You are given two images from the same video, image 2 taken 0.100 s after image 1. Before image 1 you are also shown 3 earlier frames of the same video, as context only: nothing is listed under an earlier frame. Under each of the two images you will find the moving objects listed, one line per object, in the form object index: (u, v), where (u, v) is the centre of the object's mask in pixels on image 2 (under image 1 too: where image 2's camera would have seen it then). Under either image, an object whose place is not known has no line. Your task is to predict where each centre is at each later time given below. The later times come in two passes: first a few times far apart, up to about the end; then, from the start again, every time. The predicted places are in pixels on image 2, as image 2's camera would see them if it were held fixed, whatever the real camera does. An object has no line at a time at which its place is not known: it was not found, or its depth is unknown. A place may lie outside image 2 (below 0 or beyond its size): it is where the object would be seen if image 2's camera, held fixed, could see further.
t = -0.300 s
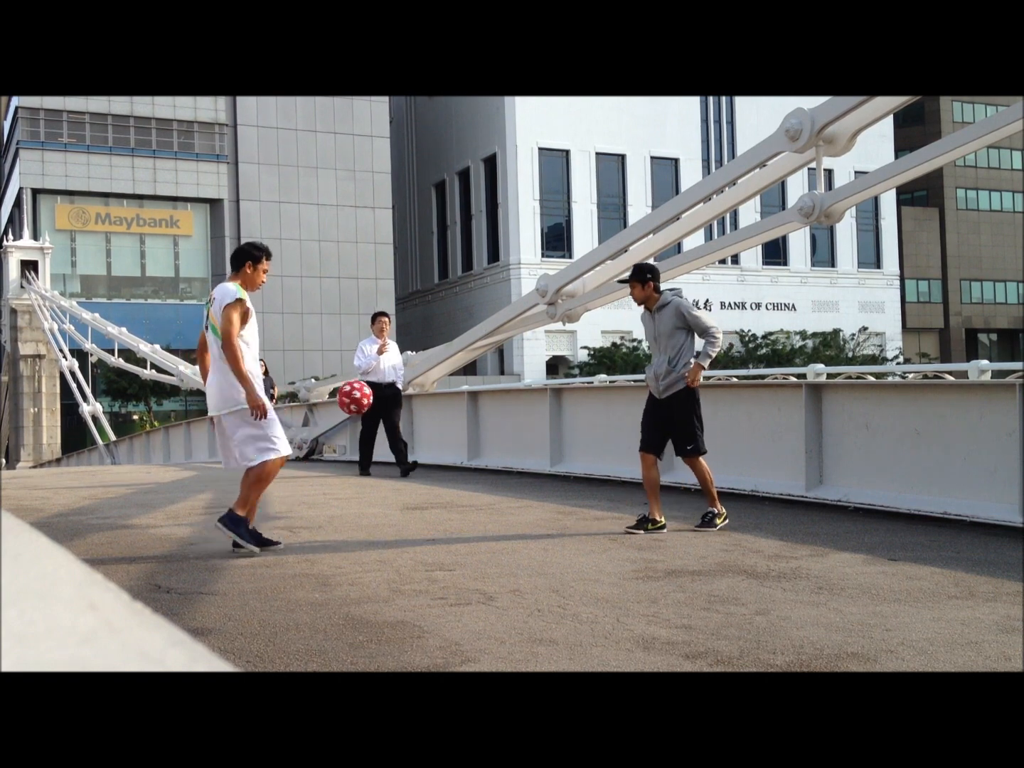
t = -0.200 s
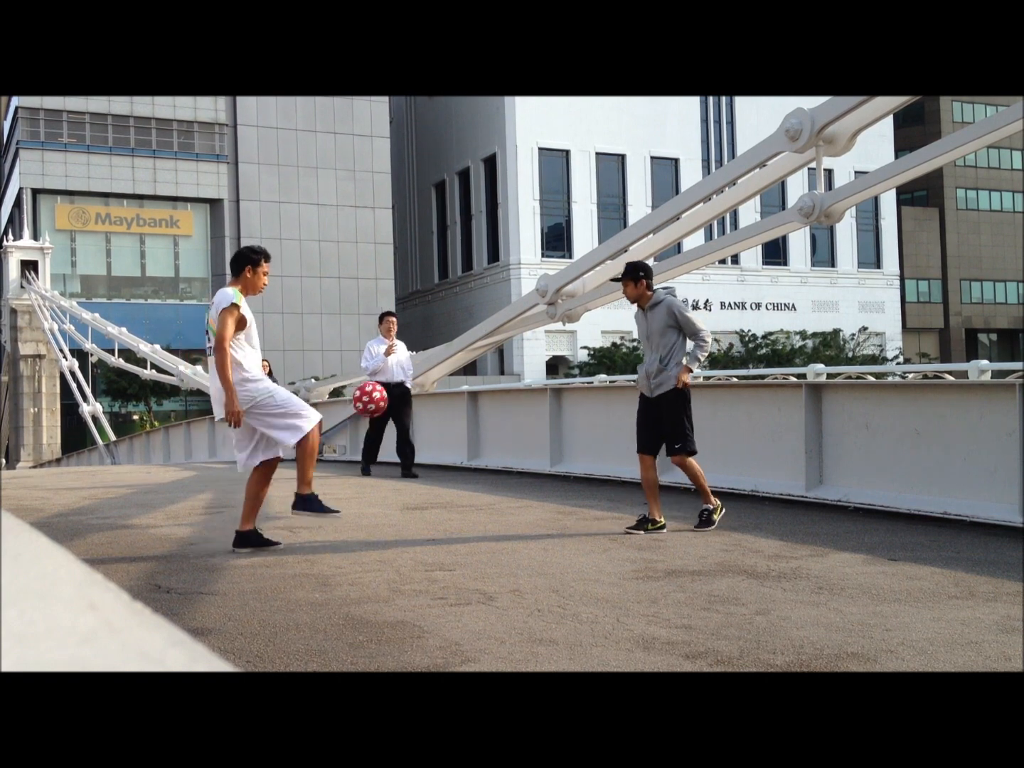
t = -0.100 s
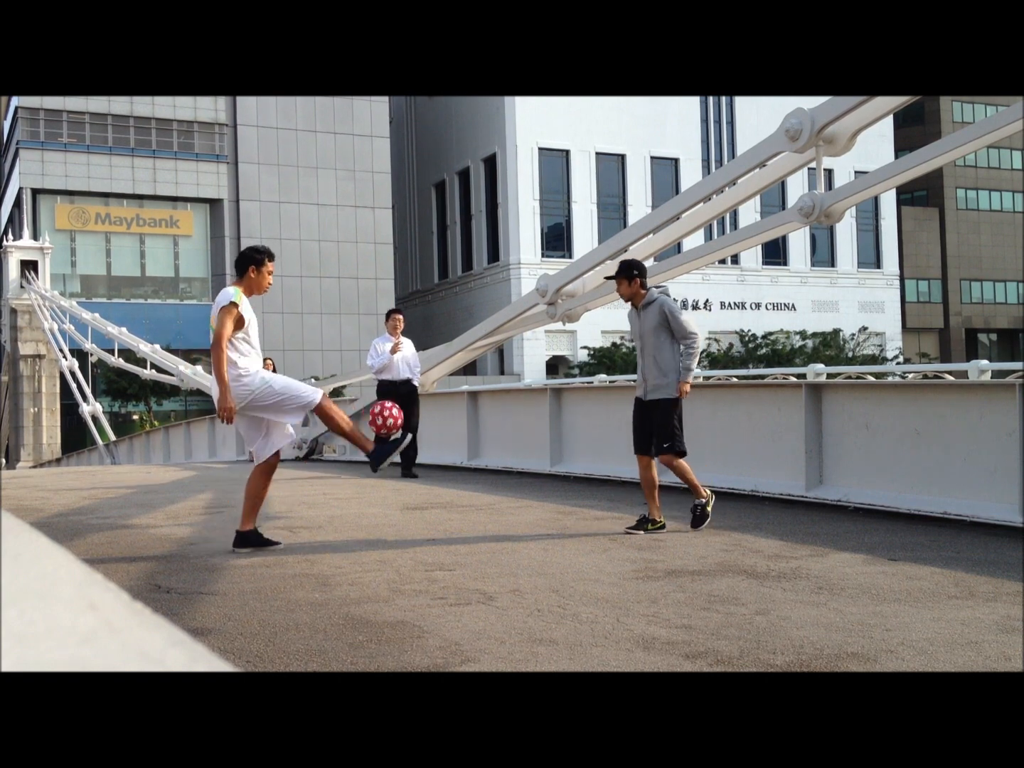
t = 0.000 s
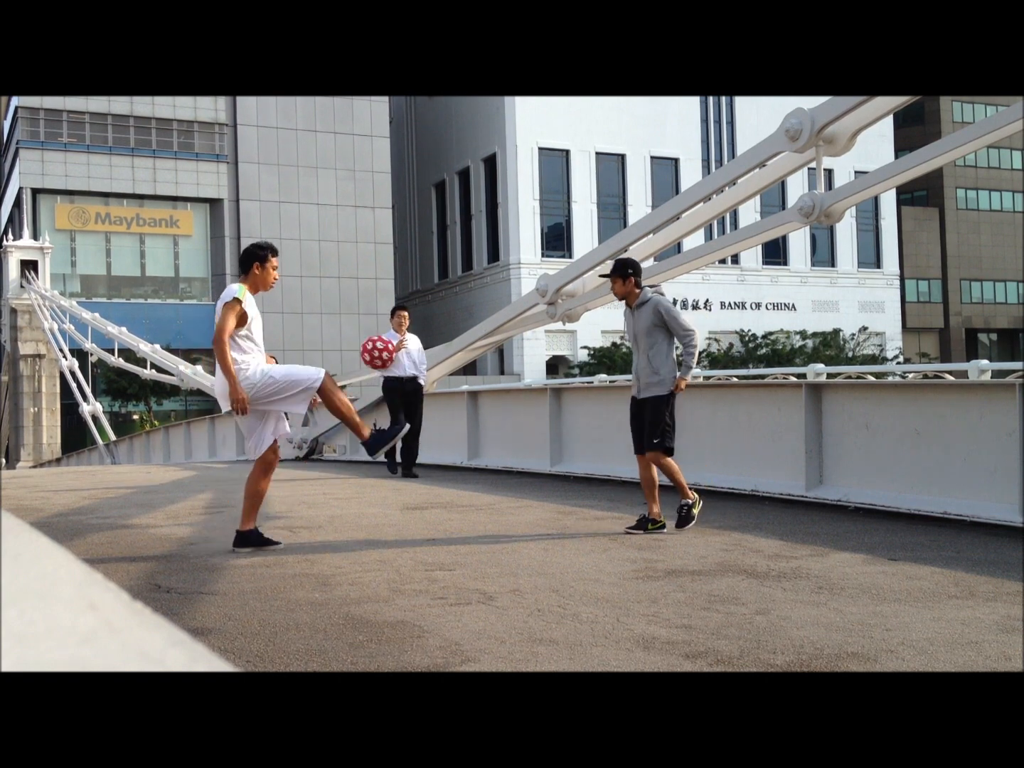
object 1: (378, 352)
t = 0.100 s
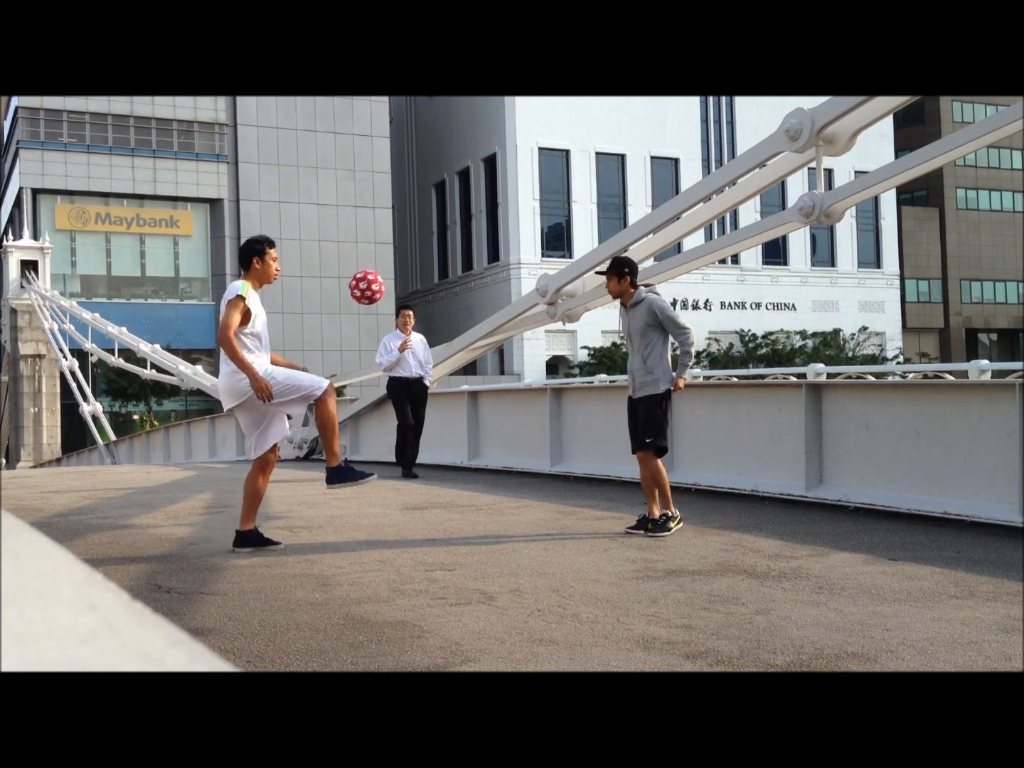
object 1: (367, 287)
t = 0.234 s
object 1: (351, 224)
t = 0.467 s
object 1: (325, 182)
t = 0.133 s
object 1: (363, 269)
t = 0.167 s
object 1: (359, 252)
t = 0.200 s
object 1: (355, 237)
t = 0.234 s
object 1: (351, 224)
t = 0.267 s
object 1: (347, 213)
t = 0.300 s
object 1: (343, 203)
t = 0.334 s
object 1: (340, 195)
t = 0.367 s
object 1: (336, 189)
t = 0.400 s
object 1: (332, 185)
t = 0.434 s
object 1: (328, 183)
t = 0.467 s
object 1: (325, 182)
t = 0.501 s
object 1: (321, 184)
